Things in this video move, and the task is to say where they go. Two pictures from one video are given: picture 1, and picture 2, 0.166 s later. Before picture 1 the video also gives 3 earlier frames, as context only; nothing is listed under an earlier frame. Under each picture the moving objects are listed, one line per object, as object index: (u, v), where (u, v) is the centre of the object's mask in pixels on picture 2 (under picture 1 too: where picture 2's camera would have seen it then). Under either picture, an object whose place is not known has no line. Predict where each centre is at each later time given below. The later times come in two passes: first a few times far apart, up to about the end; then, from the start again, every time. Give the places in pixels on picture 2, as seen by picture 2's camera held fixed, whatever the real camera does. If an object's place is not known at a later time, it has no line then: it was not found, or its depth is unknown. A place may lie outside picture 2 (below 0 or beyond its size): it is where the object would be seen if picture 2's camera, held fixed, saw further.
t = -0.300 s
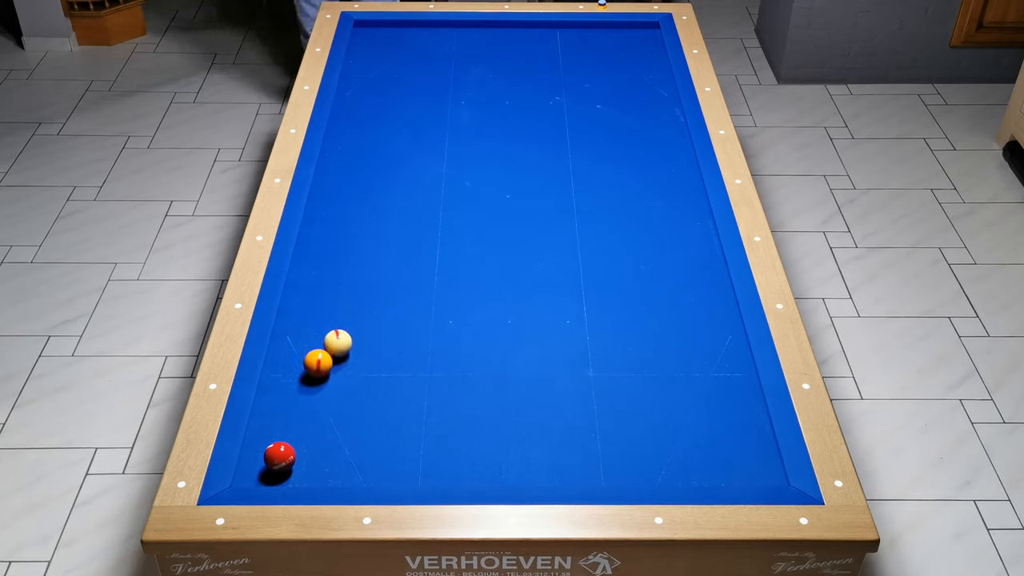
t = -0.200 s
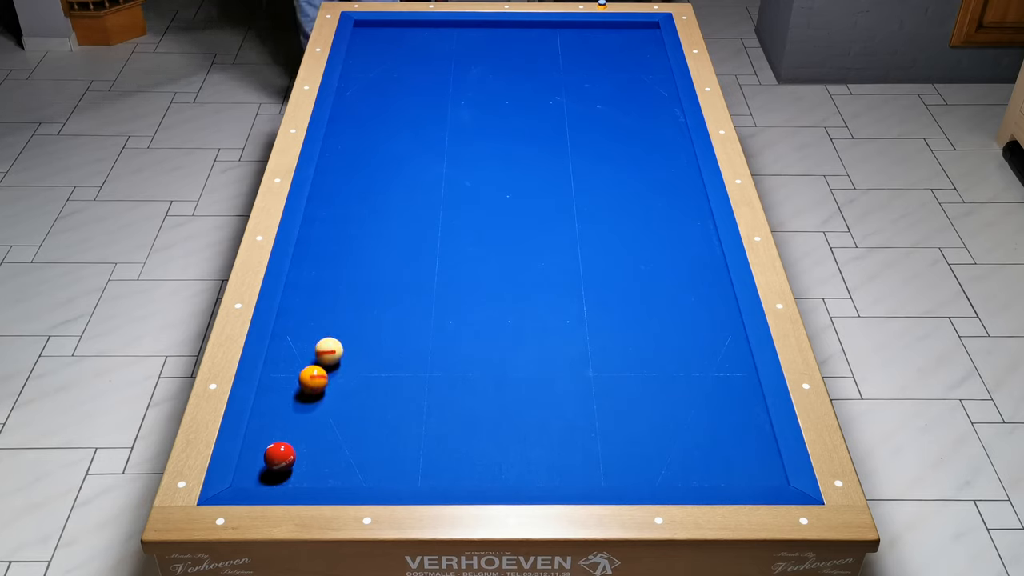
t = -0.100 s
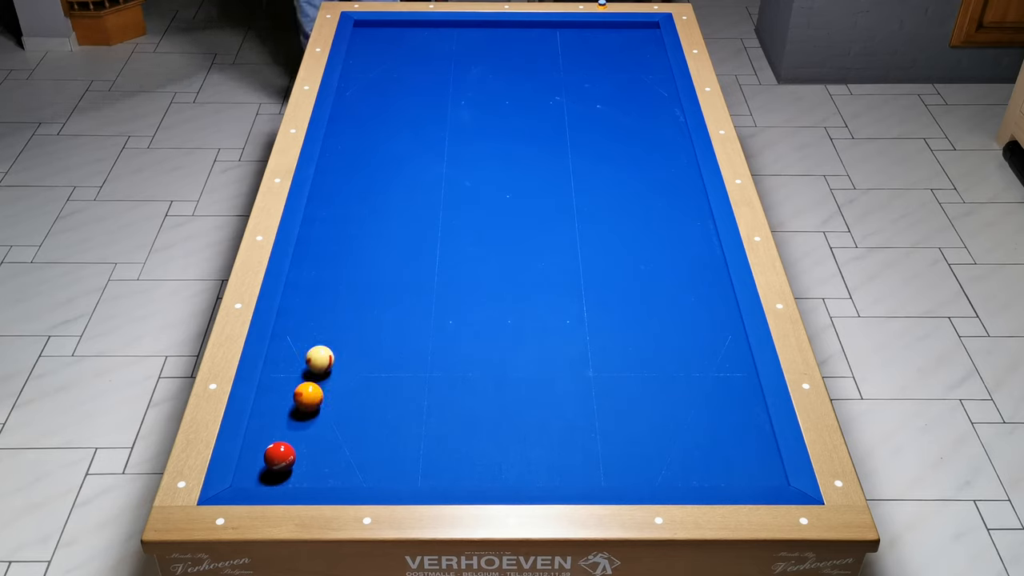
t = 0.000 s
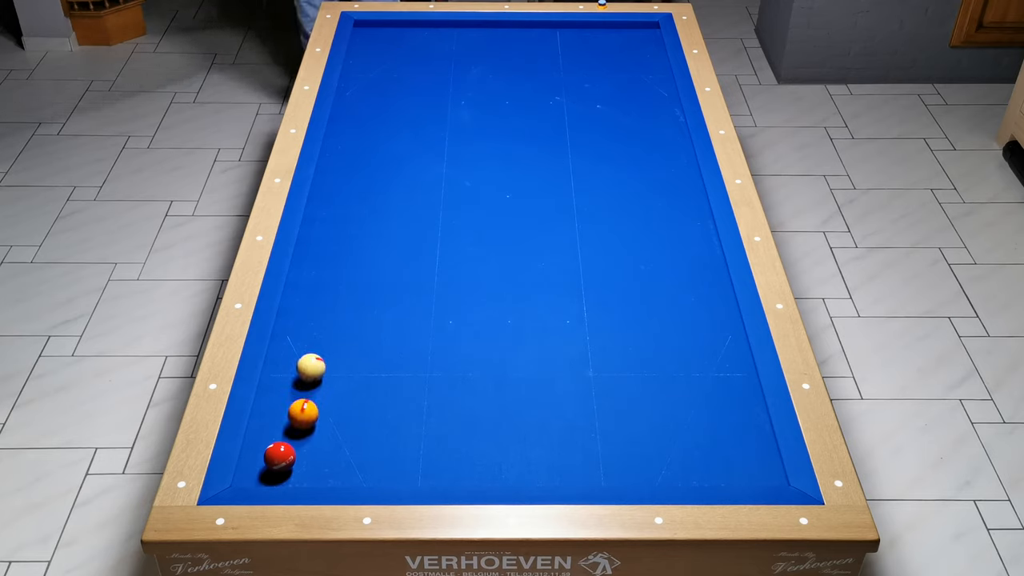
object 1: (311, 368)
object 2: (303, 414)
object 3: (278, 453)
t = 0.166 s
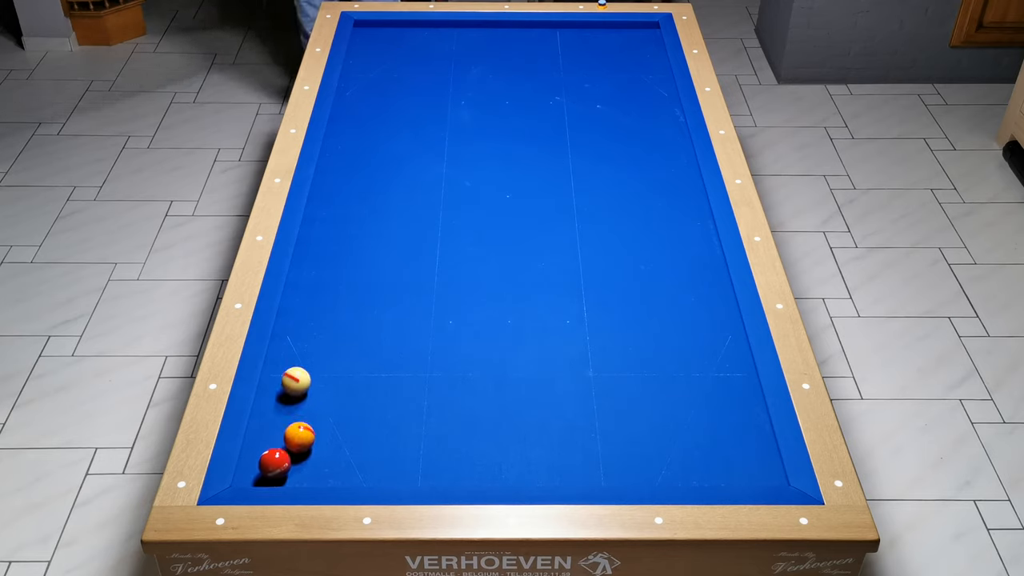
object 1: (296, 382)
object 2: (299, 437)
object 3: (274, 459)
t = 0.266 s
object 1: (287, 390)
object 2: (303, 443)
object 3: (265, 474)
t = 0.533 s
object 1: (269, 411)
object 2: (312, 458)
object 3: (257, 461)
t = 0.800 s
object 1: (274, 427)
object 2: (321, 472)
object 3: (261, 450)
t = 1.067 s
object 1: (286, 426)
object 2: (329, 470)
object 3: (259, 458)
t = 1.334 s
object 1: (295, 426)
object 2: (338, 464)
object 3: (259, 465)
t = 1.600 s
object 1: (304, 425)
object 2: (344, 459)
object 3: (259, 470)
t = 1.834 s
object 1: (309, 425)
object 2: (348, 455)
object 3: (258, 472)
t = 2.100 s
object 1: (314, 425)
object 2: (352, 453)
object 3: (259, 474)
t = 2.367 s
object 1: (317, 425)
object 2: (354, 450)
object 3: (259, 474)
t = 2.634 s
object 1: (319, 425)
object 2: (356, 449)
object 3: (260, 474)
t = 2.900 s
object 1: (319, 425)
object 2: (356, 450)
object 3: (259, 474)
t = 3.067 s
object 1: (319, 425)
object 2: (356, 450)
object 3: (260, 474)
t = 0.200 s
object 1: (293, 385)
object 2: (301, 439)
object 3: (271, 467)
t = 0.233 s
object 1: (290, 387)
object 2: (302, 441)
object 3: (268, 471)
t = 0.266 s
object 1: (287, 390)
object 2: (303, 443)
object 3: (265, 474)
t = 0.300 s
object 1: (283, 393)
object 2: (304, 445)
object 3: (264, 474)
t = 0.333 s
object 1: (281, 395)
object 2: (305, 447)
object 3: (263, 472)
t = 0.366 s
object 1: (278, 398)
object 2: (306, 449)
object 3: (262, 470)
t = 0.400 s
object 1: (274, 401)
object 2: (307, 451)
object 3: (261, 469)
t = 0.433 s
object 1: (271, 404)
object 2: (309, 453)
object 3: (260, 467)
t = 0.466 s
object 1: (268, 406)
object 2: (310, 454)
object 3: (259, 465)
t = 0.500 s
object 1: (268, 408)
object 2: (311, 457)
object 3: (258, 463)
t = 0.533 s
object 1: (269, 411)
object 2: (312, 458)
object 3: (257, 461)
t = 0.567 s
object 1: (270, 413)
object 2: (313, 460)
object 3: (256, 459)
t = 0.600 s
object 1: (270, 415)
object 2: (314, 463)
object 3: (256, 457)
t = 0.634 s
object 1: (271, 417)
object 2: (315, 464)
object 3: (255, 456)
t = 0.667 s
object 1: (271, 419)
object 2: (316, 466)
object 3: (256, 455)
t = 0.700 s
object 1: (272, 422)
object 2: (317, 467)
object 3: (257, 453)
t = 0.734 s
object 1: (273, 424)
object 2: (318, 469)
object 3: (259, 452)
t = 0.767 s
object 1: (273, 425)
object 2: (319, 471)
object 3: (260, 451)
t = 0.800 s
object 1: (274, 427)
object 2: (321, 472)
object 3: (261, 450)
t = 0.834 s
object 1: (276, 427)
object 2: (322, 473)
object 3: (260, 451)
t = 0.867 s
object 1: (277, 427)
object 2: (323, 474)
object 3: (260, 452)
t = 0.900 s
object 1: (279, 427)
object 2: (324, 473)
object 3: (260, 453)
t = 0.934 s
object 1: (280, 427)
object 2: (325, 473)
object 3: (260, 455)
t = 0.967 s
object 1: (282, 427)
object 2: (326, 472)
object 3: (260, 455)
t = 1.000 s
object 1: (283, 427)
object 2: (327, 472)
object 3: (259, 456)
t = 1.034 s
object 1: (284, 427)
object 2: (328, 471)
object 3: (259, 458)
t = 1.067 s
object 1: (286, 426)
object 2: (329, 470)
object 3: (259, 458)
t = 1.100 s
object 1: (287, 426)
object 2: (331, 469)
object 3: (259, 459)
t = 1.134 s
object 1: (288, 426)
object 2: (332, 469)
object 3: (259, 460)
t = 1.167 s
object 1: (290, 426)
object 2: (333, 469)
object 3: (259, 461)
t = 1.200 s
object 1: (291, 426)
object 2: (334, 467)
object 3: (259, 462)
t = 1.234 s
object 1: (292, 426)
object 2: (335, 466)
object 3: (259, 463)
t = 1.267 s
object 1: (293, 426)
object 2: (336, 466)
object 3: (259, 464)
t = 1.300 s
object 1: (294, 426)
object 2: (337, 465)
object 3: (259, 464)
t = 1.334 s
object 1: (295, 426)
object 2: (338, 464)
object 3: (259, 465)
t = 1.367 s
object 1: (297, 425)
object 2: (339, 464)
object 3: (259, 466)
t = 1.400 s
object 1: (298, 426)
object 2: (339, 463)
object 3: (259, 466)
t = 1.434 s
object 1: (299, 426)
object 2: (340, 462)
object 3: (259, 467)
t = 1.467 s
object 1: (300, 426)
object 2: (341, 462)
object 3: (259, 468)
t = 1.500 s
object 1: (301, 425)
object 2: (342, 461)
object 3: (259, 468)
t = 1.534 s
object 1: (302, 425)
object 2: (342, 461)
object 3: (259, 469)
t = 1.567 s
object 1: (303, 425)
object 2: (343, 460)
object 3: (259, 469)
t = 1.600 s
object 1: (304, 425)
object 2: (344, 459)
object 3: (259, 470)
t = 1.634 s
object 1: (305, 425)
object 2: (344, 459)
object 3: (259, 470)
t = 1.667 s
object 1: (306, 425)
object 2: (345, 458)
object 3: (259, 470)
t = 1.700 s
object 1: (306, 425)
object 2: (346, 458)
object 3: (259, 471)
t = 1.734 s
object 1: (307, 425)
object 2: (346, 457)
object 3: (259, 471)
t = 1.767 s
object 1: (308, 425)
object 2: (347, 457)
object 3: (258, 472)
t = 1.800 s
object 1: (309, 425)
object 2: (348, 456)
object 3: (258, 472)
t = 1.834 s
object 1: (309, 425)
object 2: (348, 455)
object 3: (258, 472)
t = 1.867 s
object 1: (310, 425)
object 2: (349, 455)
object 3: (258, 473)
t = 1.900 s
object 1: (311, 425)
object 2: (349, 455)
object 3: (258, 473)
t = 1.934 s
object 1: (311, 425)
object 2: (350, 455)
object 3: (258, 473)
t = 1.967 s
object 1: (312, 425)
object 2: (350, 454)
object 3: (258, 474)
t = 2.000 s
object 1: (313, 425)
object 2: (351, 454)
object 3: (258, 474)
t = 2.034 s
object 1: (313, 425)
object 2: (351, 453)
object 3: (258, 474)
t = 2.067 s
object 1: (314, 425)
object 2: (352, 453)
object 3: (258, 474)
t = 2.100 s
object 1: (314, 425)
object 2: (352, 453)
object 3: (259, 474)
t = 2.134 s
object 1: (315, 425)
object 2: (352, 452)
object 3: (259, 475)
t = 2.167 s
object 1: (315, 425)
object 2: (353, 452)
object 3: (259, 474)
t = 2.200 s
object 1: (316, 425)
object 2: (353, 452)
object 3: (259, 474)
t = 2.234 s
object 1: (316, 425)
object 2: (353, 451)
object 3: (259, 474)
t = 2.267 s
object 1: (316, 425)
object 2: (354, 451)
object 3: (259, 474)
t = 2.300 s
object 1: (316, 425)
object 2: (354, 451)
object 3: (259, 474)
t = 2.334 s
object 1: (317, 425)
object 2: (354, 451)
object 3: (259, 474)
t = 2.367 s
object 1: (317, 425)
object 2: (354, 450)
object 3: (259, 474)
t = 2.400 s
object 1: (317, 425)
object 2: (355, 450)
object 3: (259, 474)
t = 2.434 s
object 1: (318, 425)
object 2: (355, 450)
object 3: (259, 474)
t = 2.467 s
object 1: (318, 425)
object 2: (355, 450)
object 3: (260, 474)
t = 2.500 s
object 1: (318, 425)
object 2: (355, 449)
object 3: (260, 474)
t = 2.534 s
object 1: (318, 425)
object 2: (355, 449)
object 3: (260, 474)
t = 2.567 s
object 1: (318, 425)
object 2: (356, 449)
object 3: (260, 474)
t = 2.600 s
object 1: (319, 425)
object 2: (356, 449)
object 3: (260, 474)
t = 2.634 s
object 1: (319, 425)
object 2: (356, 449)
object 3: (260, 474)
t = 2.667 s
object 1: (319, 425)
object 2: (356, 449)
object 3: (260, 474)
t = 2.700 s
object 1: (319, 425)
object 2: (356, 449)
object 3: (260, 474)
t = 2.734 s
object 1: (319, 425)
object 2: (356, 449)
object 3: (260, 474)
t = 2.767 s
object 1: (319, 425)
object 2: (356, 449)
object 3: (260, 474)
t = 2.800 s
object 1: (319, 425)
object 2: (356, 449)
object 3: (260, 474)
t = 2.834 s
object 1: (319, 425)
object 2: (356, 449)
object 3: (259, 474)
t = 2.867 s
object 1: (319, 425)
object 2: (356, 449)
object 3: (259, 474)
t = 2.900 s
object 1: (319, 425)
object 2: (356, 450)
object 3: (259, 474)
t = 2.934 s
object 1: (319, 425)
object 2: (356, 450)
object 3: (260, 474)
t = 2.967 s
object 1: (319, 425)
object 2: (356, 450)
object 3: (260, 474)
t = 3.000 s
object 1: (319, 425)
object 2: (356, 450)
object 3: (260, 474)
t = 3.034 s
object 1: (319, 425)
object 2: (356, 450)
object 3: (260, 474)
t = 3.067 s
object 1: (319, 425)
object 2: (356, 450)
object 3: (260, 474)
